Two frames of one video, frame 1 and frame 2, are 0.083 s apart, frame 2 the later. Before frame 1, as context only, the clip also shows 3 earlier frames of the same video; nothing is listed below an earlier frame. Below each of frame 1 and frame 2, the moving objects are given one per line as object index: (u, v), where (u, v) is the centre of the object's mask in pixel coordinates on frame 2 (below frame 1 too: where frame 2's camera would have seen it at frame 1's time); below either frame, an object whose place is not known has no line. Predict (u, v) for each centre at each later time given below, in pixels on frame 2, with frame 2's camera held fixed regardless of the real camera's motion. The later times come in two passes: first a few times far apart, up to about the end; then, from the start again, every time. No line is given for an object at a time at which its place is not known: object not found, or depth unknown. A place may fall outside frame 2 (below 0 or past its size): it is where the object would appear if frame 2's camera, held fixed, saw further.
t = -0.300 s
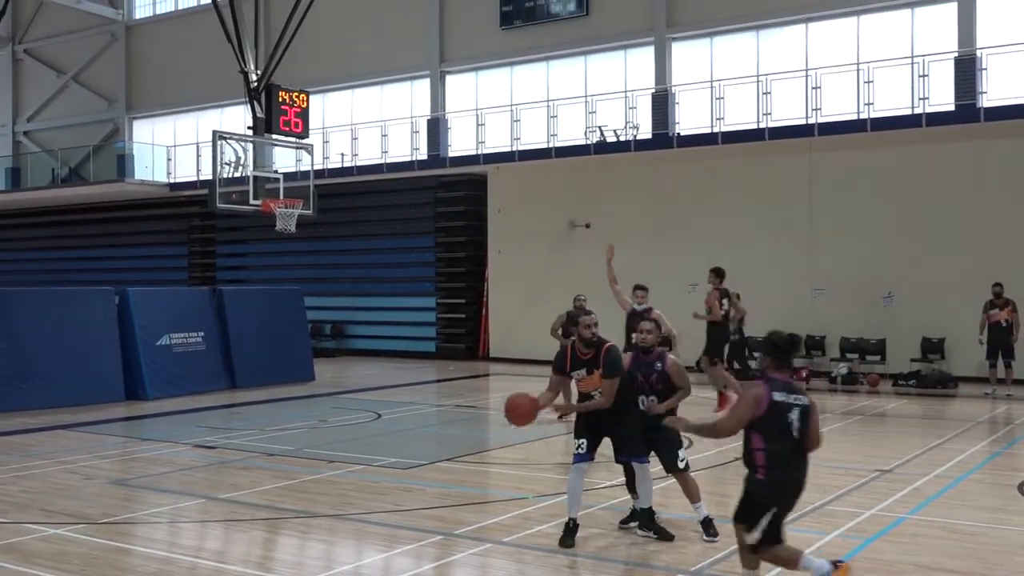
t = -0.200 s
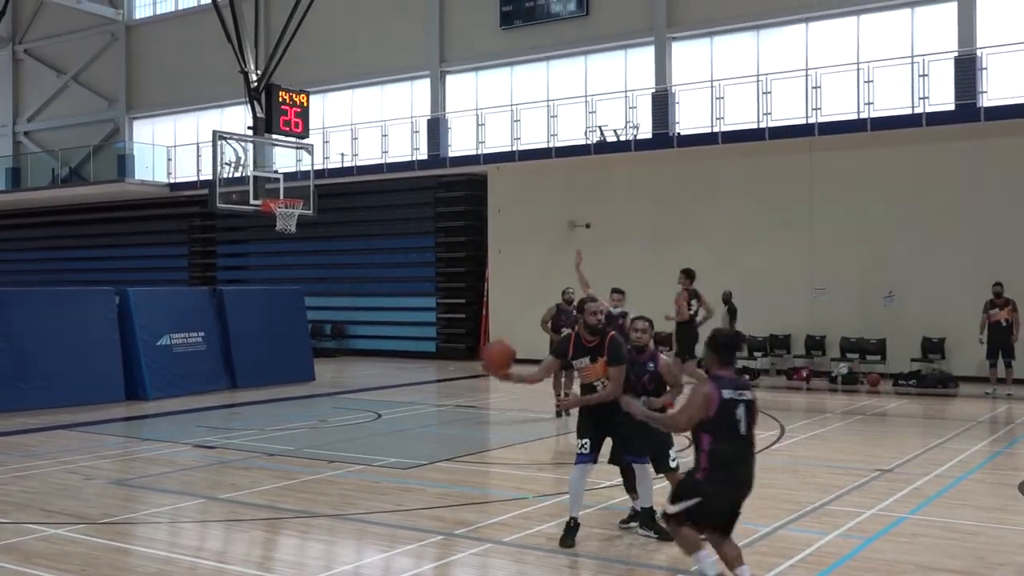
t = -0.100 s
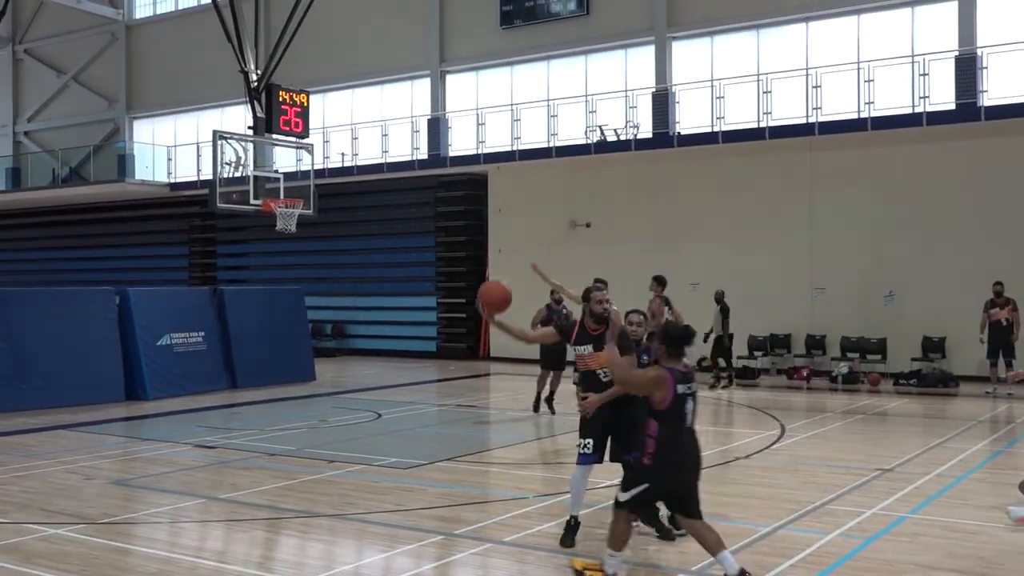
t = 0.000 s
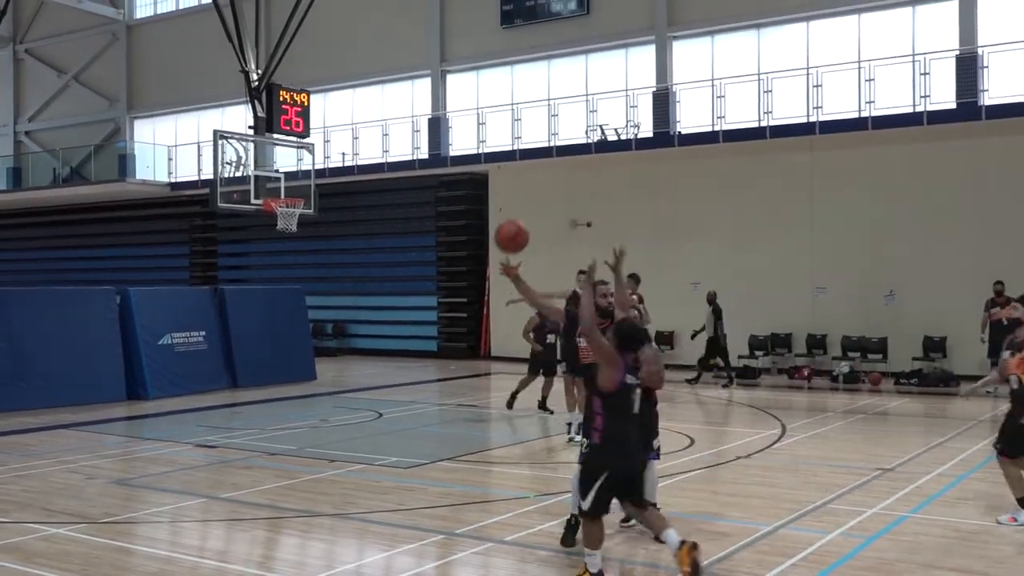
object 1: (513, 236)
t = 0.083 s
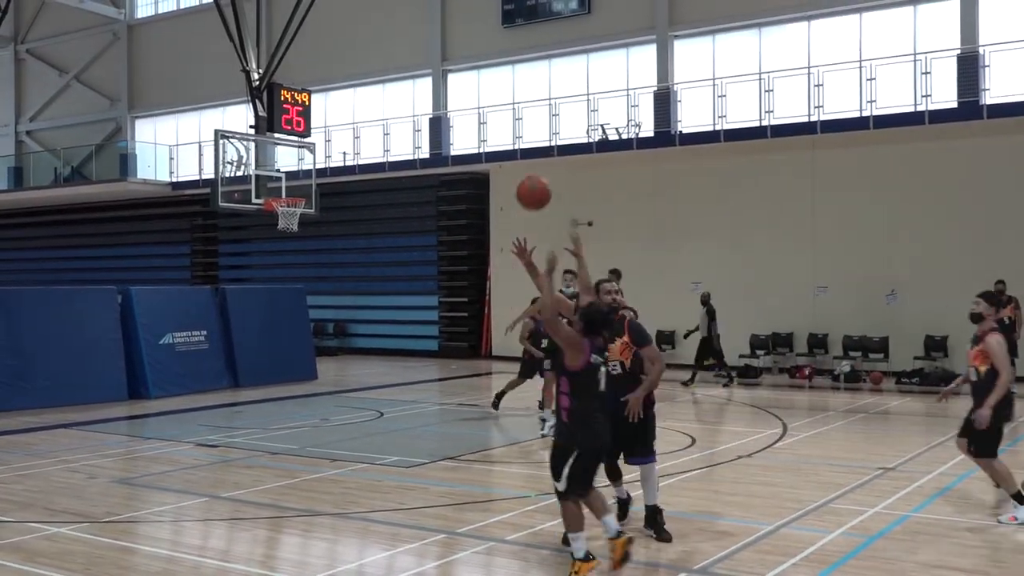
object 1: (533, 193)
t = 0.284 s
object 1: (588, 125)
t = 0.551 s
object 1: (668, 127)
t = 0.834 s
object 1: (766, 266)
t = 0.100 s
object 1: (537, 186)
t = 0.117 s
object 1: (542, 179)
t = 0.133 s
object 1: (546, 171)
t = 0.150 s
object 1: (551, 164)
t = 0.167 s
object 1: (555, 159)
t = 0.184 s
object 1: (560, 153)
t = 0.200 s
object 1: (565, 147)
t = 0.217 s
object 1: (569, 142)
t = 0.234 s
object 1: (573, 138)
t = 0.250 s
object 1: (578, 134)
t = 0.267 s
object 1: (583, 130)
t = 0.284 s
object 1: (588, 125)
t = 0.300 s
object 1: (592, 123)
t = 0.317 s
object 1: (597, 121)
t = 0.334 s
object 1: (602, 118)
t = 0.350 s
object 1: (607, 116)
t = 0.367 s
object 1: (611, 115)
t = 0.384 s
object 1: (616, 114)
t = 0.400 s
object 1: (622, 113)
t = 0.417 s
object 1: (626, 113)
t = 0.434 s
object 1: (631, 113)
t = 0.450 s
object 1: (637, 114)
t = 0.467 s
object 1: (642, 115)
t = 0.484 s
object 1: (647, 117)
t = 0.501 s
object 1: (652, 118)
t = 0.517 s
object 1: (658, 121)
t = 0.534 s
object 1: (663, 124)
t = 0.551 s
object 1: (668, 127)
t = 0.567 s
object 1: (674, 132)
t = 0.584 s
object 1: (679, 136)
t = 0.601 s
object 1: (684, 141)
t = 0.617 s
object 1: (690, 146)
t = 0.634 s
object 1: (695, 152)
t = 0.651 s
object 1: (701, 159)
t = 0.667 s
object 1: (707, 166)
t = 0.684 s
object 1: (712, 174)
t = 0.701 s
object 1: (718, 181)
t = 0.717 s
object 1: (724, 190)
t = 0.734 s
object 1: (729, 199)
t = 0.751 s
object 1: (735, 208)
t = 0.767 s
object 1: (741, 218)
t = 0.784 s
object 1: (747, 230)
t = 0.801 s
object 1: (753, 241)
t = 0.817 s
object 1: (759, 253)
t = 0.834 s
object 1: (766, 266)
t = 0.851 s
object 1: (772, 279)
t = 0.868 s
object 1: (779, 292)
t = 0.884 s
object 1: (785, 307)
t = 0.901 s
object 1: (792, 322)
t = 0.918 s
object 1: (796, 337)
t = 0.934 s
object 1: (805, 354)
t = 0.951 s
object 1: (809, 370)
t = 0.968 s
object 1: (819, 387)
